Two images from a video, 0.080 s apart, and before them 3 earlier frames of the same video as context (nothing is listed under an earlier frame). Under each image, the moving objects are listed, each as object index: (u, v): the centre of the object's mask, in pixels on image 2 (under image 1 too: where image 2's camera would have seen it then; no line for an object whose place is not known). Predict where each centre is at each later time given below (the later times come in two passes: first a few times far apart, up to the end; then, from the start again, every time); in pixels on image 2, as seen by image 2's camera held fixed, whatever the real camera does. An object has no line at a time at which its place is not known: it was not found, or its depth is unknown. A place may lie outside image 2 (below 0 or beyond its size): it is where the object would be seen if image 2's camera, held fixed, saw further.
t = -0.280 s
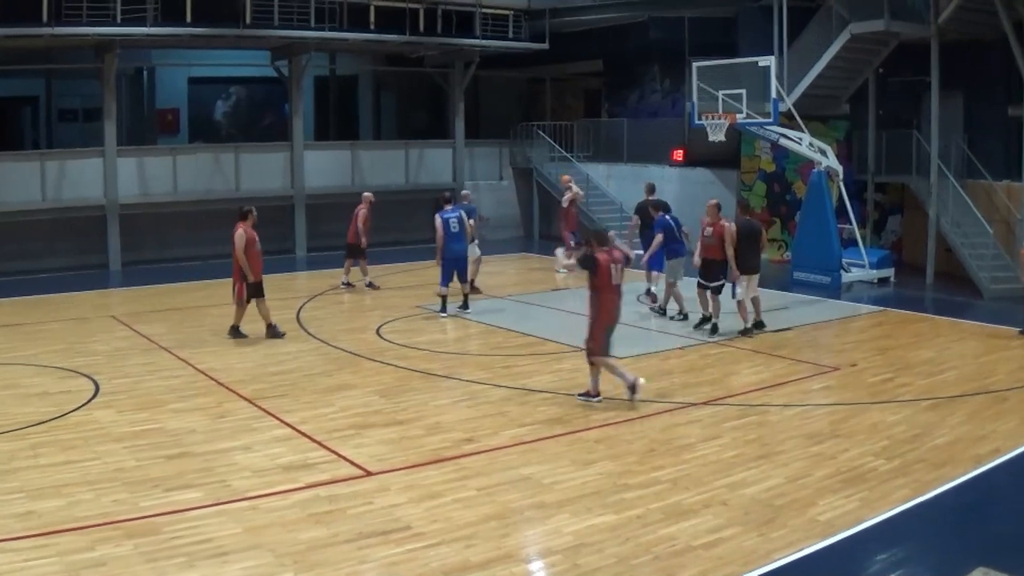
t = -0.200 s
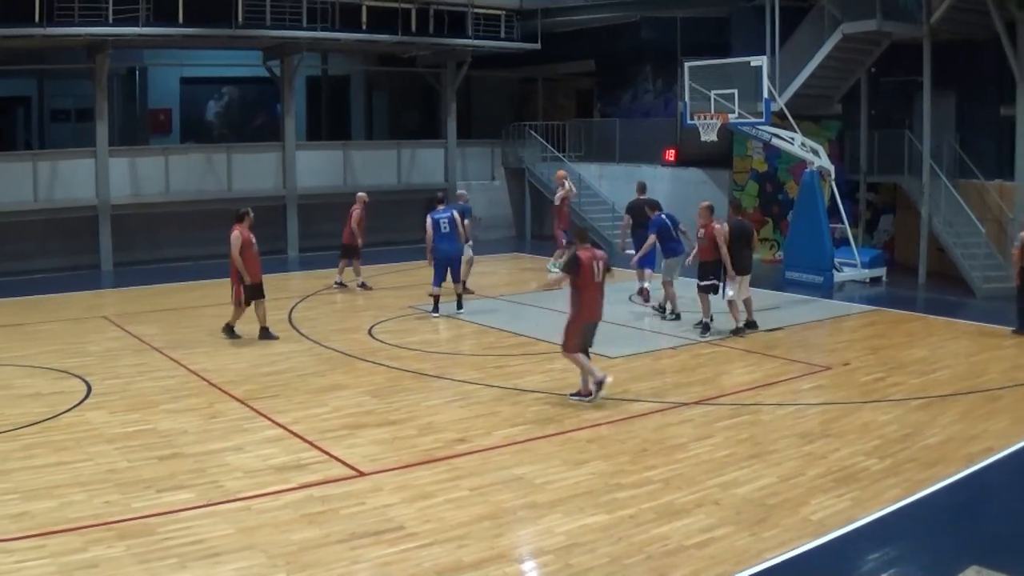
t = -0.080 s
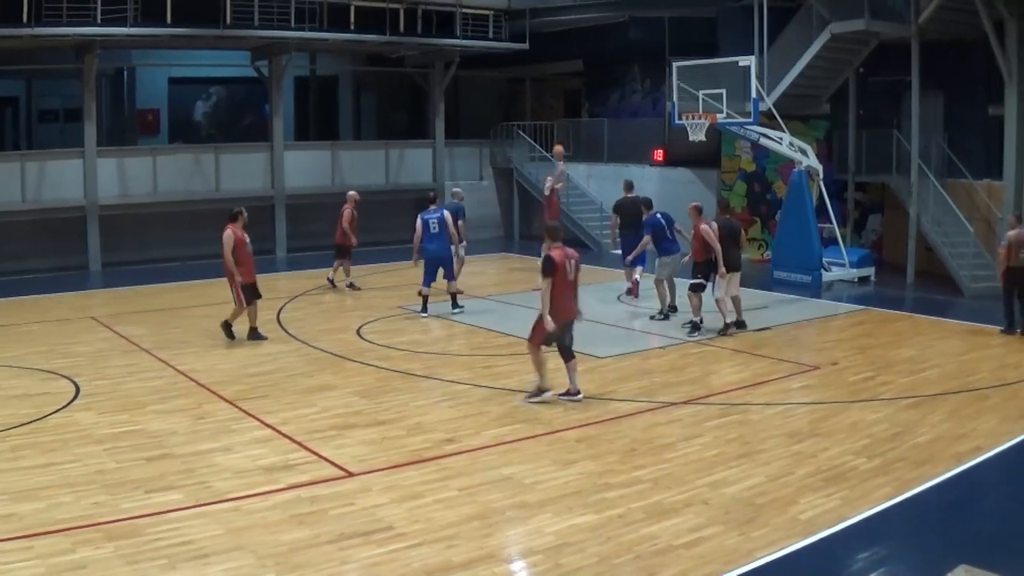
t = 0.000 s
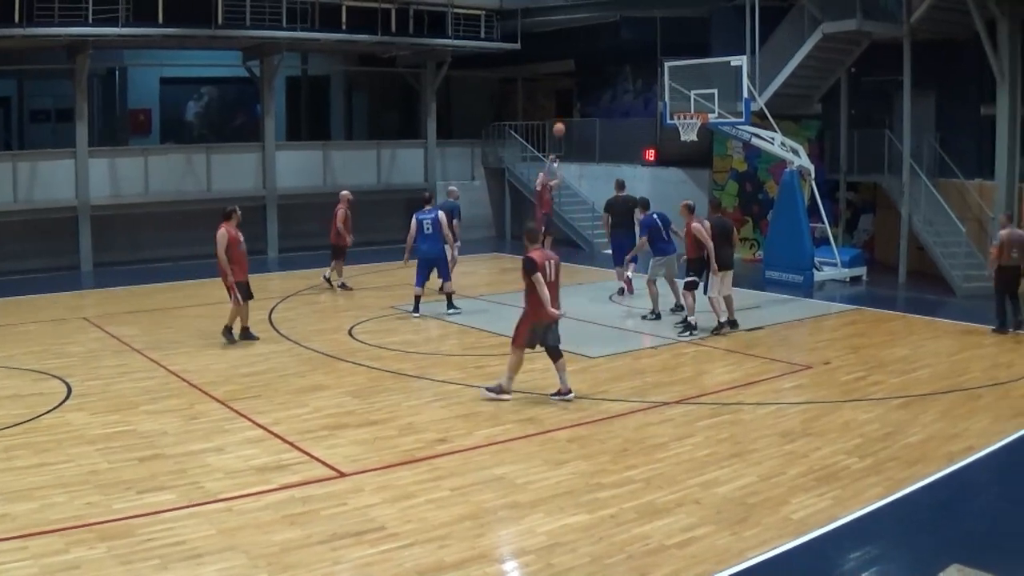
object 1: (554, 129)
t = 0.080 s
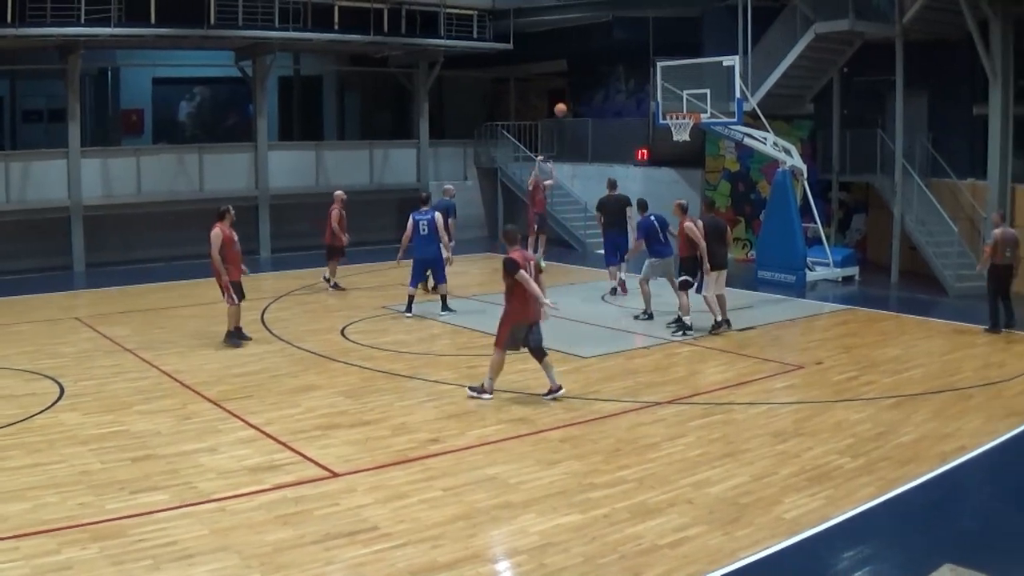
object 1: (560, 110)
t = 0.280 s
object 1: (577, 74)
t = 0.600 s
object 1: (617, 57)
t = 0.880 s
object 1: (658, 89)
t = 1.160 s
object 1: (684, 83)
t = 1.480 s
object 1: (708, 93)
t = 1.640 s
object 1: (721, 123)
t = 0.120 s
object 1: (563, 101)
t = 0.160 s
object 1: (567, 93)
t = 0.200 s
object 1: (570, 86)
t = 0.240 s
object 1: (573, 80)
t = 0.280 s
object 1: (577, 74)
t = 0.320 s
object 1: (581, 69)
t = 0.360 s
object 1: (585, 65)
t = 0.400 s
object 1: (591, 61)
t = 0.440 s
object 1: (596, 58)
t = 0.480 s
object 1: (601, 56)
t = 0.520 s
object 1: (606, 56)
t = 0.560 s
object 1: (612, 56)
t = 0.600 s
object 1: (617, 57)
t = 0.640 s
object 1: (623, 58)
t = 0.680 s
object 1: (628, 61)
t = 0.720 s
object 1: (634, 64)
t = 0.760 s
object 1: (639, 68)
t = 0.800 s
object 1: (645, 74)
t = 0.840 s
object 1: (651, 81)
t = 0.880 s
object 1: (658, 89)
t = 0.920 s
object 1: (663, 96)
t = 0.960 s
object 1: (669, 105)
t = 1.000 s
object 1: (672, 100)
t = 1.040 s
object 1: (676, 95)
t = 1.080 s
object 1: (678, 90)
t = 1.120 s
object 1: (681, 86)
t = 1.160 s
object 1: (684, 83)
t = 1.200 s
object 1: (687, 81)
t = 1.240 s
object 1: (690, 80)
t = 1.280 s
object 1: (693, 80)
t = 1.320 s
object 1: (696, 80)
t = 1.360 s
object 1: (699, 82)
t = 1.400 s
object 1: (702, 85)
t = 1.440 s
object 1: (705, 88)
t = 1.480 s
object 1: (708, 93)
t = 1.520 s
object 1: (712, 97)
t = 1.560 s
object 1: (715, 105)
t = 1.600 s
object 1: (717, 114)
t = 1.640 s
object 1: (721, 123)
